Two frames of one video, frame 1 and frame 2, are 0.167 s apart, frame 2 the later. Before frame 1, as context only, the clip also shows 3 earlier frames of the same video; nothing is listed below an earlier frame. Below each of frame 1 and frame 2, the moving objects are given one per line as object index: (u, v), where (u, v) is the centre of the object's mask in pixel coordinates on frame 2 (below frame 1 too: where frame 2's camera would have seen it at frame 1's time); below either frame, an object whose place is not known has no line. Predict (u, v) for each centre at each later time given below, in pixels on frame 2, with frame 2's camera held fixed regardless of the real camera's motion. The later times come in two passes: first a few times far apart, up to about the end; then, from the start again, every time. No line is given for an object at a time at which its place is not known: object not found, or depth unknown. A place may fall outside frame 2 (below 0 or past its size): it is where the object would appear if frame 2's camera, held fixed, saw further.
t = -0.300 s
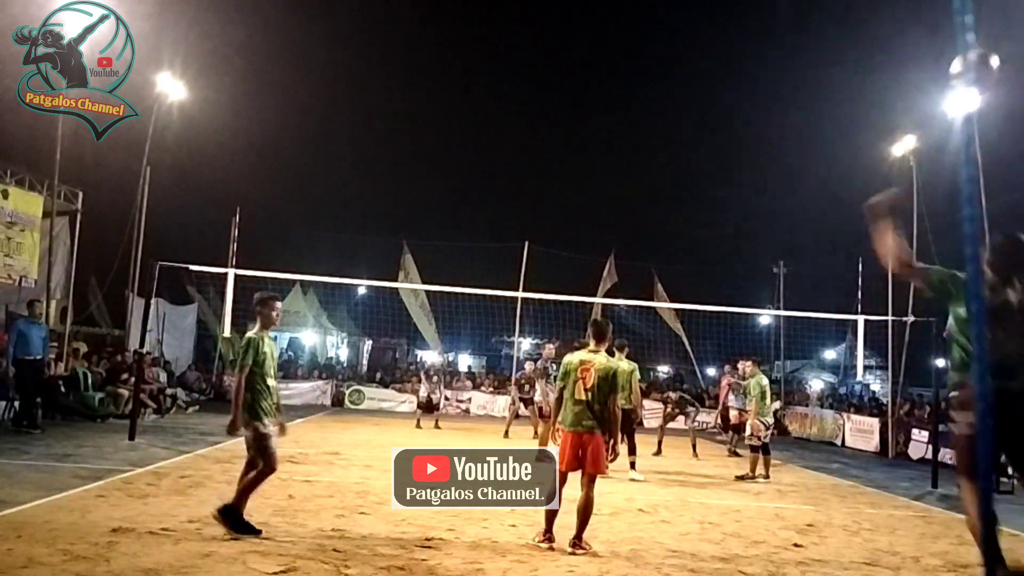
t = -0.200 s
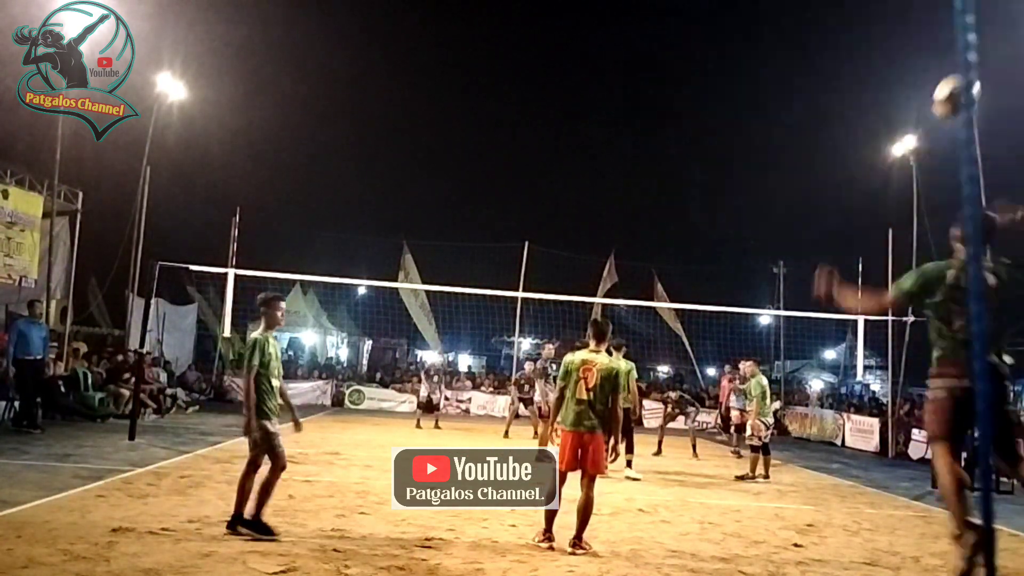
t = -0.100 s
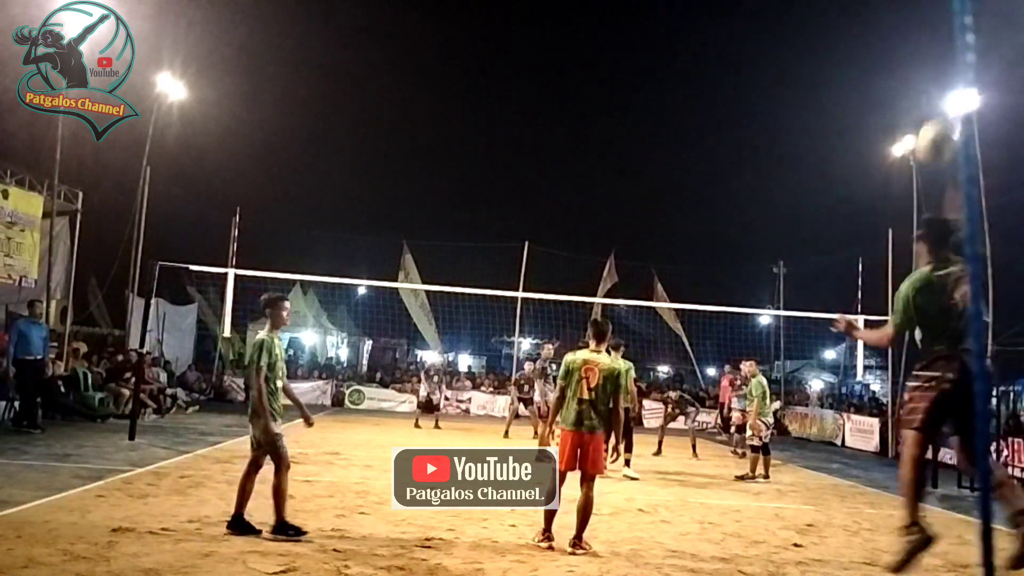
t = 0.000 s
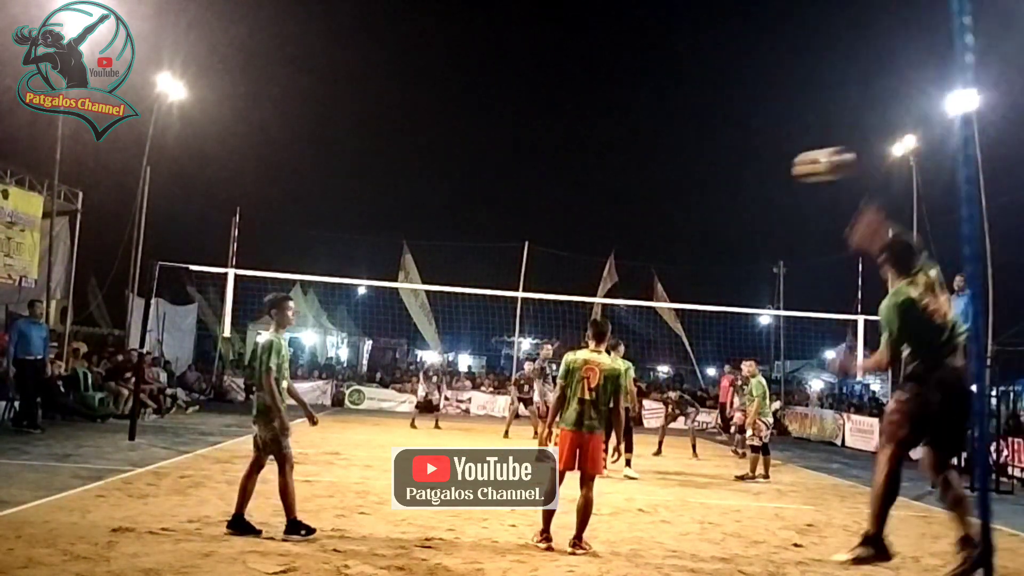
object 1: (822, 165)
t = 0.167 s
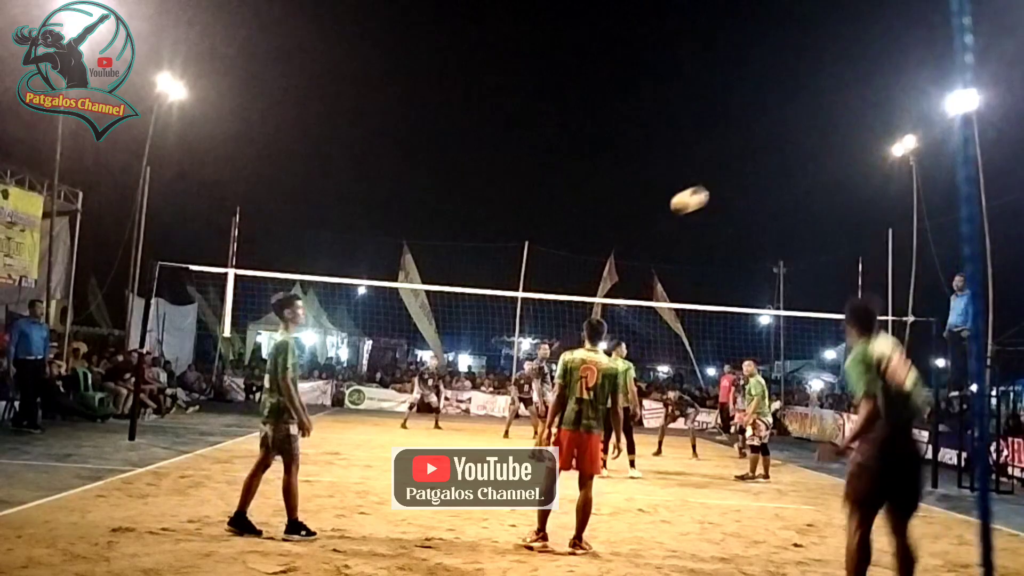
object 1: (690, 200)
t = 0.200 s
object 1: (671, 208)
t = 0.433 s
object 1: (583, 271)
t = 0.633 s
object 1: (547, 320)
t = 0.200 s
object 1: (671, 208)
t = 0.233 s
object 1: (655, 217)
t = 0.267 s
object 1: (639, 226)
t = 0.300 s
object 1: (626, 234)
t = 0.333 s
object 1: (614, 243)
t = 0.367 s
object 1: (602, 252)
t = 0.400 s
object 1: (592, 262)
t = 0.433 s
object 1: (583, 271)
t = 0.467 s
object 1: (574, 281)
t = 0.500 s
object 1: (567, 289)
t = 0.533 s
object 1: (561, 297)
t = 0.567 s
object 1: (555, 305)
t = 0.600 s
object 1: (551, 312)
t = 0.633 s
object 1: (547, 320)
